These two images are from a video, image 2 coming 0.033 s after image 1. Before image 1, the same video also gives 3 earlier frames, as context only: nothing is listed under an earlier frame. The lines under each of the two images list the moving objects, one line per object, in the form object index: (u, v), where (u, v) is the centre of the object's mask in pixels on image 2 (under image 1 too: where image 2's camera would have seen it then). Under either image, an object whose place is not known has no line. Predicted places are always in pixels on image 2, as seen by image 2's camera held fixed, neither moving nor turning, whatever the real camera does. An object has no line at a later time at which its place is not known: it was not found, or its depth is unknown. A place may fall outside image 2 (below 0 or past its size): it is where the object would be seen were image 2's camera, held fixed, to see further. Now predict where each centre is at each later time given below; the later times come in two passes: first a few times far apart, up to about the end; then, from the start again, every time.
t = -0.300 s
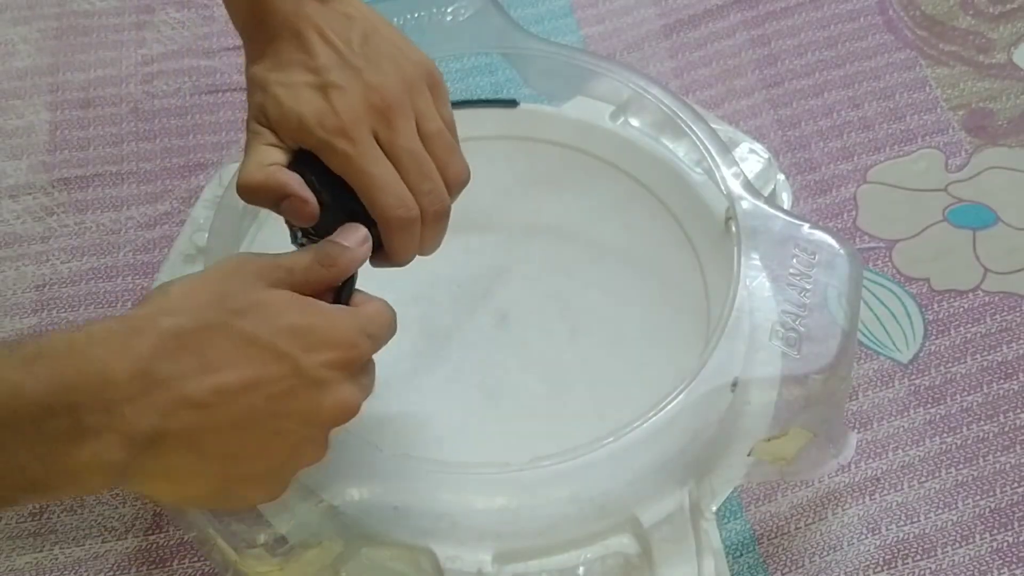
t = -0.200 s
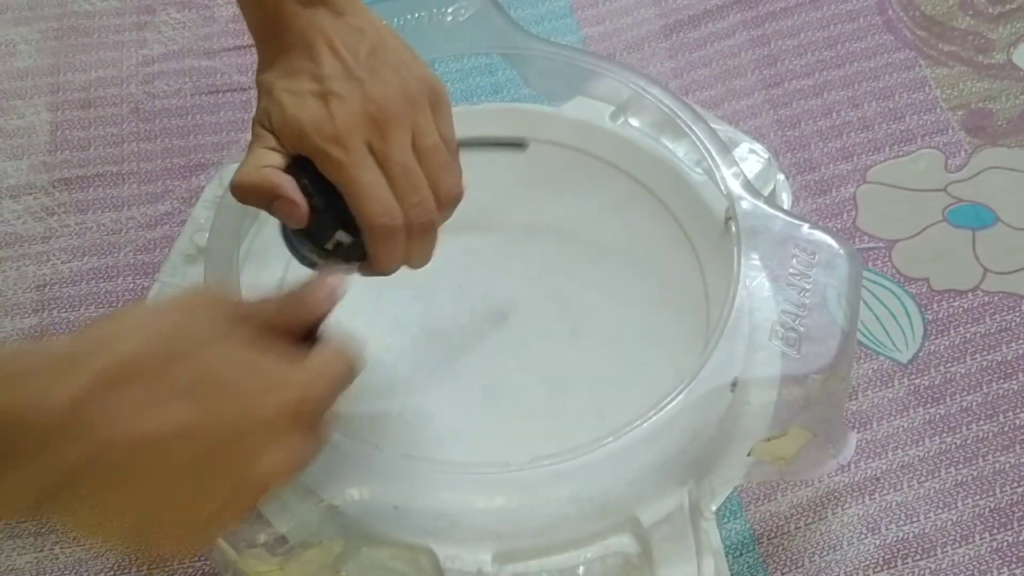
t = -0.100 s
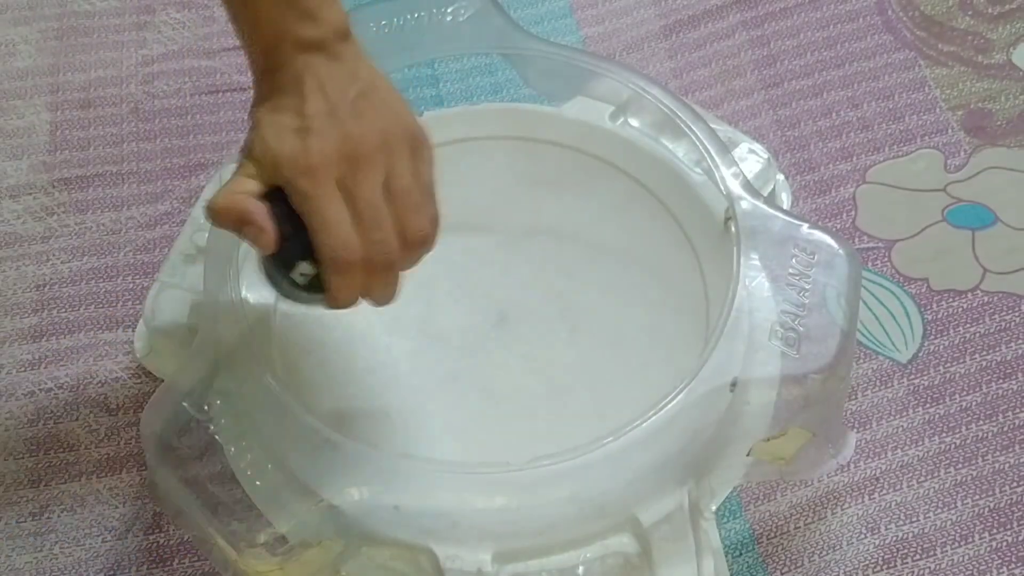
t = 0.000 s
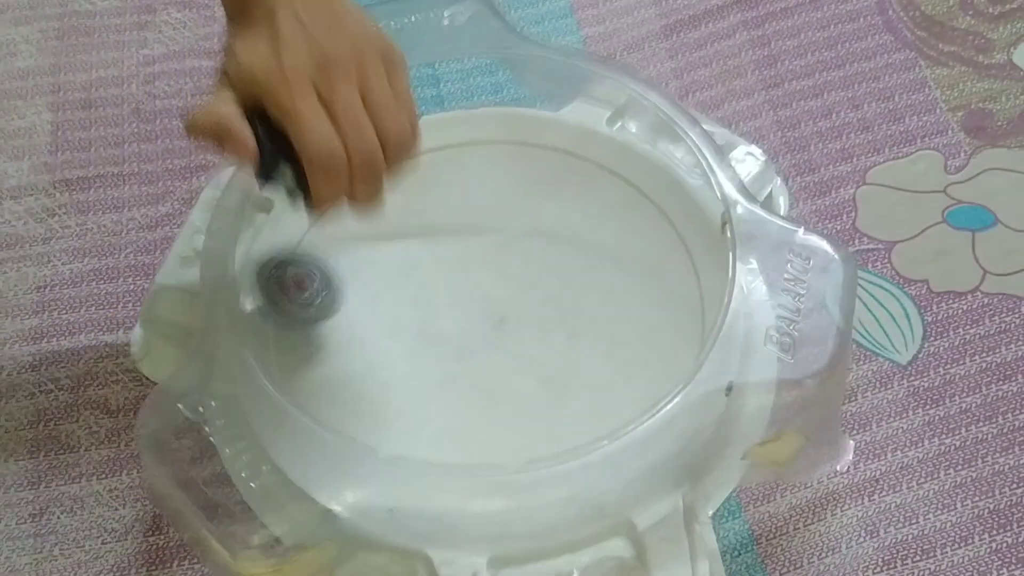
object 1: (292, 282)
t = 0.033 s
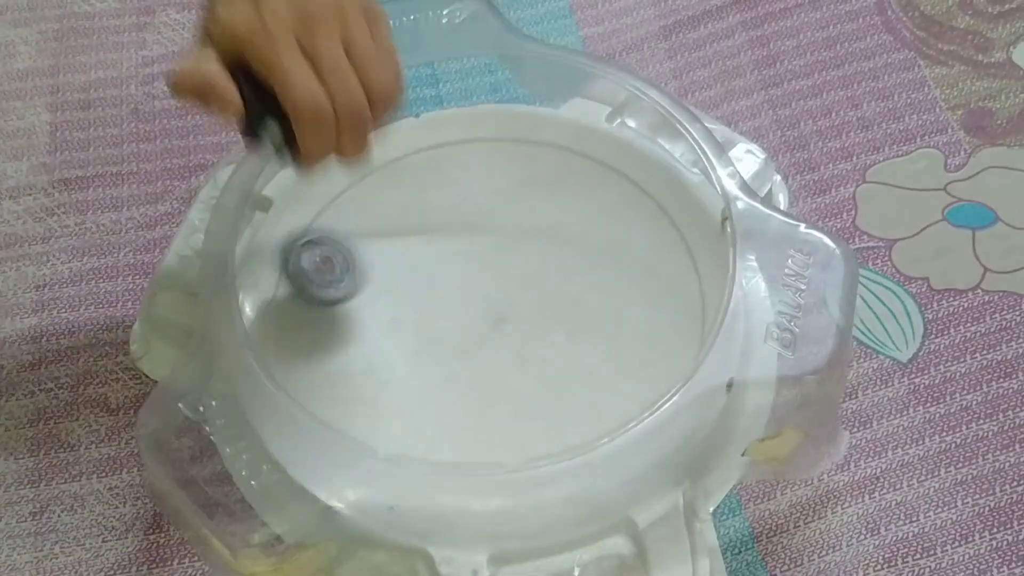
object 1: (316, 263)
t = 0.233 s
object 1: (471, 123)
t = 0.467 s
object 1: (498, 157)
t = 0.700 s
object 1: (519, 249)
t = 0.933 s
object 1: (629, 214)
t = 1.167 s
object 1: (610, 138)
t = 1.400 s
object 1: (525, 190)
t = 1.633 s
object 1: (608, 358)
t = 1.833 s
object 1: (697, 320)
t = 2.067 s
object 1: (543, 195)
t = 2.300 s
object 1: (298, 355)
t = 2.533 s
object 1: (448, 432)
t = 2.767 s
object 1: (472, 184)
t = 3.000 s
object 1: (362, 118)
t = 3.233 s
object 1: (471, 259)
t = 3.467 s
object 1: (675, 209)
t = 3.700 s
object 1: (495, 218)
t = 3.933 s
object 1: (444, 456)
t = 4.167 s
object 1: (626, 369)
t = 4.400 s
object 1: (449, 201)
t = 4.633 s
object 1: (286, 294)
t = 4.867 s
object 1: (493, 348)
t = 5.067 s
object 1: (584, 196)
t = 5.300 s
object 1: (468, 146)
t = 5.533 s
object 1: (485, 315)
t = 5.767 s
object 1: (654, 315)
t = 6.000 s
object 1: (548, 245)
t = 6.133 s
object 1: (450, 284)
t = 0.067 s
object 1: (343, 252)
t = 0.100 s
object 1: (370, 226)
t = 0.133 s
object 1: (401, 202)
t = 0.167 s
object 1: (427, 179)
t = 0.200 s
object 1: (448, 146)
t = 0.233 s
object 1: (471, 123)
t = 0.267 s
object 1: (491, 103)
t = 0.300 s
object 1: (506, 94)
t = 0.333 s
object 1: (508, 97)
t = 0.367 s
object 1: (507, 110)
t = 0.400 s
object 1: (504, 125)
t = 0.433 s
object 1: (502, 140)
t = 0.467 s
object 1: (498, 157)
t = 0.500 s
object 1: (494, 176)
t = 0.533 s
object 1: (492, 195)
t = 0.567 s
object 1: (493, 209)
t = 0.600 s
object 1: (496, 222)
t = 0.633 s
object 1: (502, 233)
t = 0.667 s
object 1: (509, 243)
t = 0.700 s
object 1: (519, 249)
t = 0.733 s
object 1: (531, 253)
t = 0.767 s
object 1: (545, 253)
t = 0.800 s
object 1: (561, 251)
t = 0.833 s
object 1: (578, 246)
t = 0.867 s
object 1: (597, 237)
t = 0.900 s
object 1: (614, 226)
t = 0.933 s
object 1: (629, 214)
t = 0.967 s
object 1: (640, 197)
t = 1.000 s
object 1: (644, 182)
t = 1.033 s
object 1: (640, 168)
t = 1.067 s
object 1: (635, 159)
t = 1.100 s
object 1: (628, 150)
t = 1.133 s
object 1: (620, 142)
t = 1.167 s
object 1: (610, 138)
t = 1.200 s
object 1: (595, 135)
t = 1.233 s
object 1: (583, 132)
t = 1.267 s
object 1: (574, 135)
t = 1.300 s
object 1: (558, 141)
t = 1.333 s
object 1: (545, 156)
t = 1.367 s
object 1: (531, 170)
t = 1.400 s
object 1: (525, 190)
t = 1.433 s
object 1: (521, 213)
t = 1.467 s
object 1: (521, 238)
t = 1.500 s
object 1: (527, 267)
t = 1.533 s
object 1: (539, 294)
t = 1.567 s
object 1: (558, 319)
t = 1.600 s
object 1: (580, 340)
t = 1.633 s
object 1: (608, 358)
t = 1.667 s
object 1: (636, 368)
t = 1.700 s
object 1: (661, 367)
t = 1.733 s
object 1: (666, 358)
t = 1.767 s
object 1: (680, 349)
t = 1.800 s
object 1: (686, 339)
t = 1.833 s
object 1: (697, 320)
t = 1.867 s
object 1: (691, 307)
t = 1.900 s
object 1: (690, 285)
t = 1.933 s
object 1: (680, 261)
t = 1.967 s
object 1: (659, 231)
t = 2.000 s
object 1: (627, 210)
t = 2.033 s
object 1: (588, 200)
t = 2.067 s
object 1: (543, 195)
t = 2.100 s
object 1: (496, 199)
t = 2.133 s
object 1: (452, 209)
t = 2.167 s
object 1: (409, 227)
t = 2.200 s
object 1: (370, 254)
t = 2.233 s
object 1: (340, 282)
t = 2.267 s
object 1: (313, 319)
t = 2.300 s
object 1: (298, 355)
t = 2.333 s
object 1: (304, 382)
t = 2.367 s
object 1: (303, 430)
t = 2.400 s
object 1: (332, 469)
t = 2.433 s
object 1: (354, 485)
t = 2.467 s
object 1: (384, 474)
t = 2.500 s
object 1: (413, 458)
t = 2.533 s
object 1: (448, 432)
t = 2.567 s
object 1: (468, 405)
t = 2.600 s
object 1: (488, 366)
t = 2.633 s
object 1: (500, 328)
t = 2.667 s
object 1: (503, 291)
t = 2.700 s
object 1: (500, 250)
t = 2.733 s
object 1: (490, 215)
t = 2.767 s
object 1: (472, 184)
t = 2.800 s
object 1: (453, 153)
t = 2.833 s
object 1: (424, 128)
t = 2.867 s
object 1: (401, 118)
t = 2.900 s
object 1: (376, 114)
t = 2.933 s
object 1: (356, 110)
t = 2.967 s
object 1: (358, 113)
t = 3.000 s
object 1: (362, 118)
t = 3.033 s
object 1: (369, 128)
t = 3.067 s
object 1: (373, 146)
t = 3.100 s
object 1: (379, 174)
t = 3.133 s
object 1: (394, 198)
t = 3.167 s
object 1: (414, 223)
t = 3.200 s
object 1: (442, 243)
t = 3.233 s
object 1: (471, 259)
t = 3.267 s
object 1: (507, 274)
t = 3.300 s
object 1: (543, 276)
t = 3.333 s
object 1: (582, 275)
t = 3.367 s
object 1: (617, 264)
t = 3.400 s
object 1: (646, 249)
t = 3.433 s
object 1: (667, 228)
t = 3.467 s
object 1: (675, 209)
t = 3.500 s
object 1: (675, 193)
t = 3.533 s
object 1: (658, 183)
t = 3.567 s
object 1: (632, 175)
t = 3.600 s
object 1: (602, 173)
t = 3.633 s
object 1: (566, 179)
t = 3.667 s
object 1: (530, 194)
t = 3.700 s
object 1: (495, 218)
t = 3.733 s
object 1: (465, 243)
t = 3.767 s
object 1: (443, 278)
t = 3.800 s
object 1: (428, 312)
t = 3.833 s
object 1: (419, 345)
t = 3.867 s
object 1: (418, 382)
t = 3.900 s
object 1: (421, 419)
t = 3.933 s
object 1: (444, 456)
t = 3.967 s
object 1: (465, 471)
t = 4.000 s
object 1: (508, 480)
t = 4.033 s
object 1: (542, 477)
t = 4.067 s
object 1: (572, 461)
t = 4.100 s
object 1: (599, 439)
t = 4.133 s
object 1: (610, 402)
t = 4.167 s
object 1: (626, 369)
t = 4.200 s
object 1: (615, 336)
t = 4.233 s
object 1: (598, 301)
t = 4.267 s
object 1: (575, 271)
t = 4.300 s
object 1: (551, 249)
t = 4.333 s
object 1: (517, 227)
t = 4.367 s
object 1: (485, 212)
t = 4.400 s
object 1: (449, 201)
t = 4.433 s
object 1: (415, 193)
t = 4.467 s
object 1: (379, 194)
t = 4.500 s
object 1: (342, 200)
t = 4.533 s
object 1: (310, 209)
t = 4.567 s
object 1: (290, 229)
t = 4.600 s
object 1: (284, 262)
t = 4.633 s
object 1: (286, 294)
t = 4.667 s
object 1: (299, 324)
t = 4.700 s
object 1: (313, 343)
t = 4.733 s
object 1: (345, 363)
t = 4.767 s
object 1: (380, 370)
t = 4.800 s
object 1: (419, 371)
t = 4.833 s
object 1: (462, 364)
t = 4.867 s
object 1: (493, 348)
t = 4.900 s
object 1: (524, 330)
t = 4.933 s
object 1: (550, 302)
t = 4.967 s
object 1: (563, 276)
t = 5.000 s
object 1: (577, 250)
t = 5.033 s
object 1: (585, 222)
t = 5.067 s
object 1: (584, 196)
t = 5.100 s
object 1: (583, 172)
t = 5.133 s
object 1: (575, 152)
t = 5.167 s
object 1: (561, 135)
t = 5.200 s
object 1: (539, 127)
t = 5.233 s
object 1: (513, 130)
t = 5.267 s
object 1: (488, 135)
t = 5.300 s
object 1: (468, 146)
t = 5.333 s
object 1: (454, 165)
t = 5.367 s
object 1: (442, 190)
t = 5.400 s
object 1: (436, 216)
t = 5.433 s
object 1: (437, 242)
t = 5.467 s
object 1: (448, 270)
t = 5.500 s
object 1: (465, 295)
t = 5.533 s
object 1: (485, 315)
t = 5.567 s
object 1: (503, 331)
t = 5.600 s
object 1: (531, 345)
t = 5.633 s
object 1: (561, 355)
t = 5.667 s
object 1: (586, 355)
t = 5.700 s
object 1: (613, 348)
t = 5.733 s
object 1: (643, 338)
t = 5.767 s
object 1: (654, 315)
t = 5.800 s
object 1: (657, 296)
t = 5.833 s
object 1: (650, 279)
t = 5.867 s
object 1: (639, 263)
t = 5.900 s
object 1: (622, 252)
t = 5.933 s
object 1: (601, 246)
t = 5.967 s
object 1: (573, 243)
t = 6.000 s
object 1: (548, 245)
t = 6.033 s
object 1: (521, 250)
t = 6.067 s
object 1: (499, 259)
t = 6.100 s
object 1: (474, 271)
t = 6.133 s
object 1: (450, 284)
